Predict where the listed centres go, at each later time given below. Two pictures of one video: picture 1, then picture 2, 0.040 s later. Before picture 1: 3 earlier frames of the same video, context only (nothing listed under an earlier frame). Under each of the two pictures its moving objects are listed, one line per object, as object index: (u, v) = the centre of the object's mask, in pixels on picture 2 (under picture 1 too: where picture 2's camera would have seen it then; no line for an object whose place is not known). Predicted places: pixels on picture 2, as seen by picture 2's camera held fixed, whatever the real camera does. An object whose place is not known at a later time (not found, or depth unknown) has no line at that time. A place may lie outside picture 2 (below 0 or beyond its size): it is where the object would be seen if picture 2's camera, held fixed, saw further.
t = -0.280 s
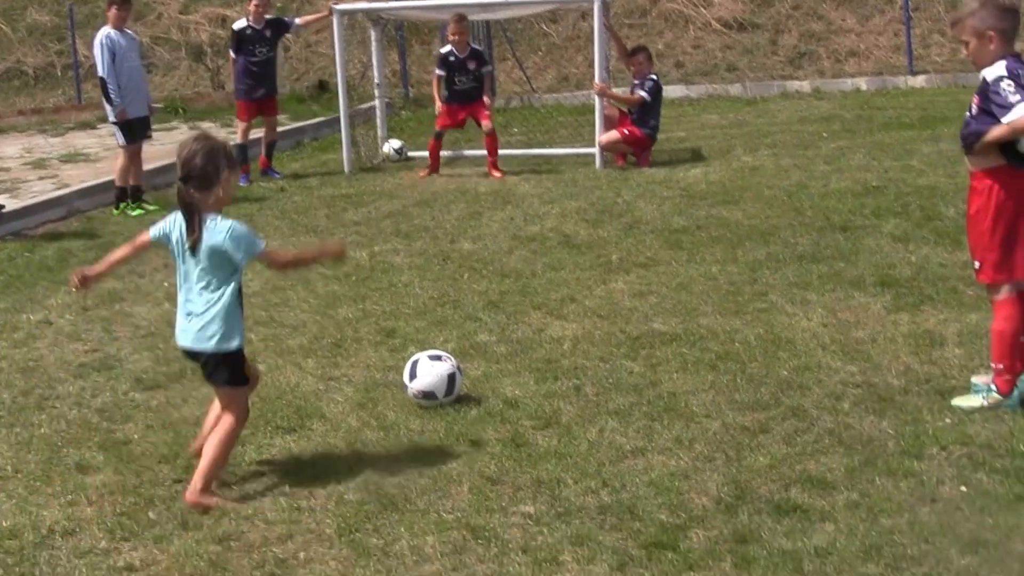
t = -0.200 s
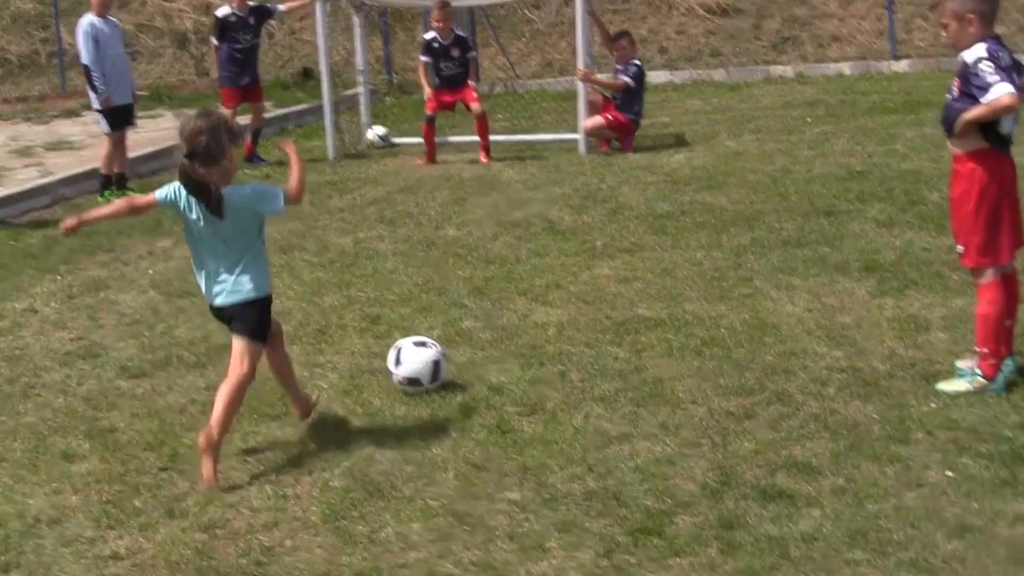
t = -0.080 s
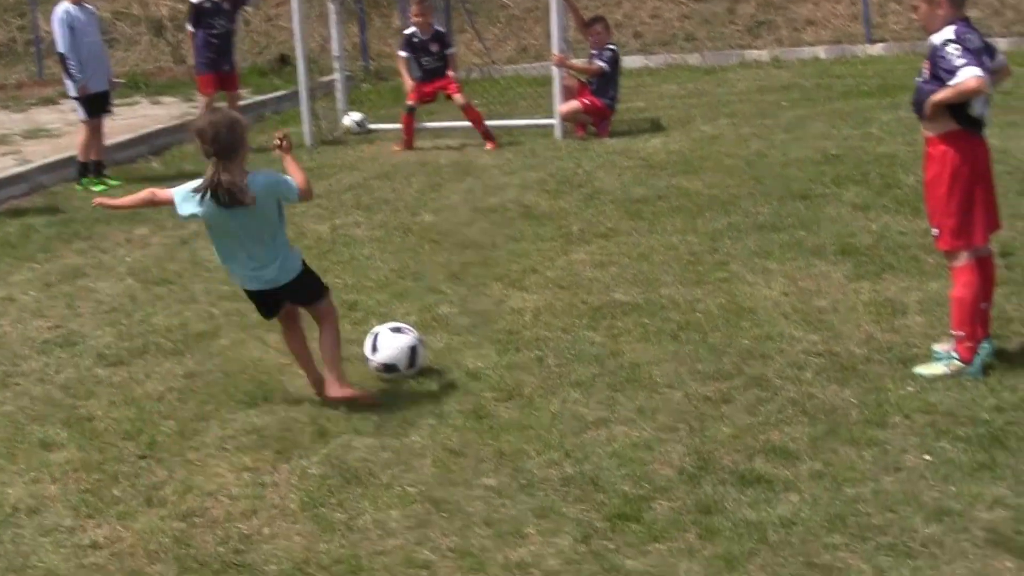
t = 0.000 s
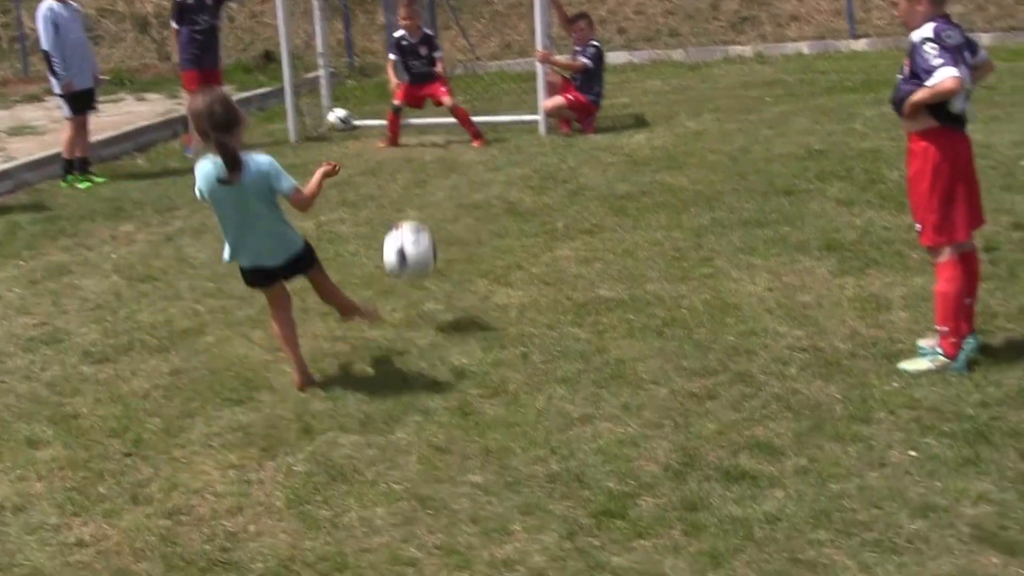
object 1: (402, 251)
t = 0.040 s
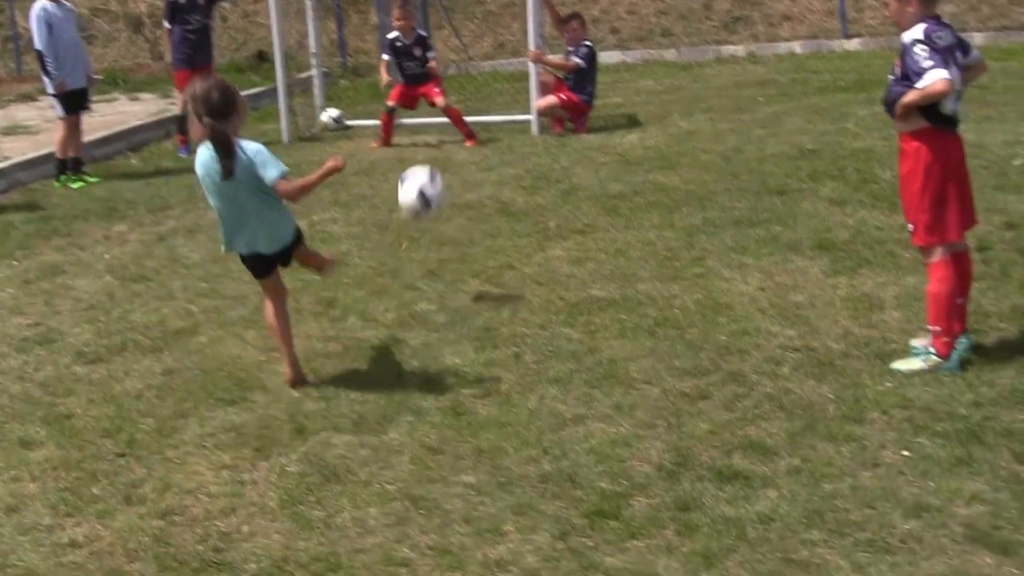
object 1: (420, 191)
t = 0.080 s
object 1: (439, 144)
